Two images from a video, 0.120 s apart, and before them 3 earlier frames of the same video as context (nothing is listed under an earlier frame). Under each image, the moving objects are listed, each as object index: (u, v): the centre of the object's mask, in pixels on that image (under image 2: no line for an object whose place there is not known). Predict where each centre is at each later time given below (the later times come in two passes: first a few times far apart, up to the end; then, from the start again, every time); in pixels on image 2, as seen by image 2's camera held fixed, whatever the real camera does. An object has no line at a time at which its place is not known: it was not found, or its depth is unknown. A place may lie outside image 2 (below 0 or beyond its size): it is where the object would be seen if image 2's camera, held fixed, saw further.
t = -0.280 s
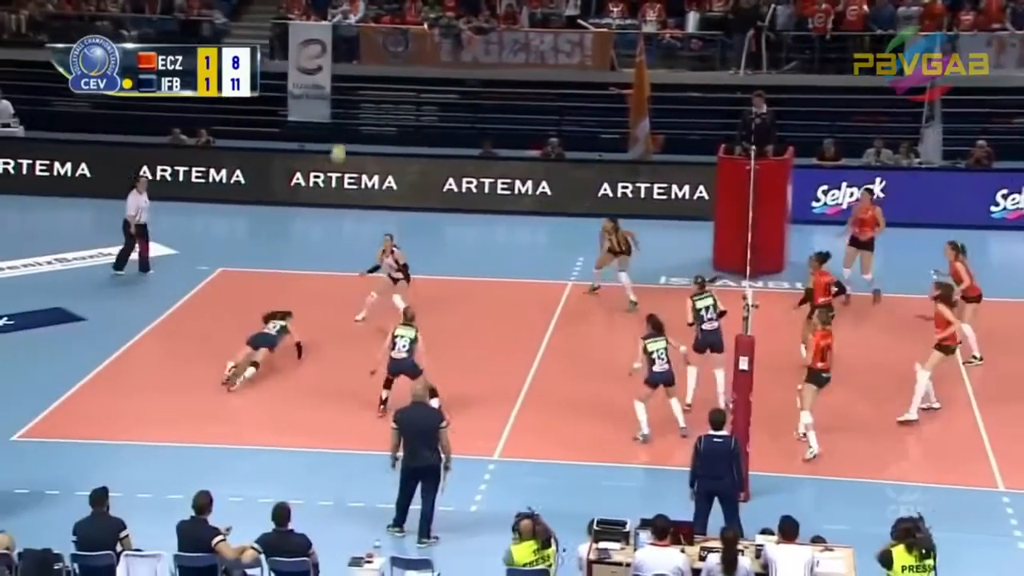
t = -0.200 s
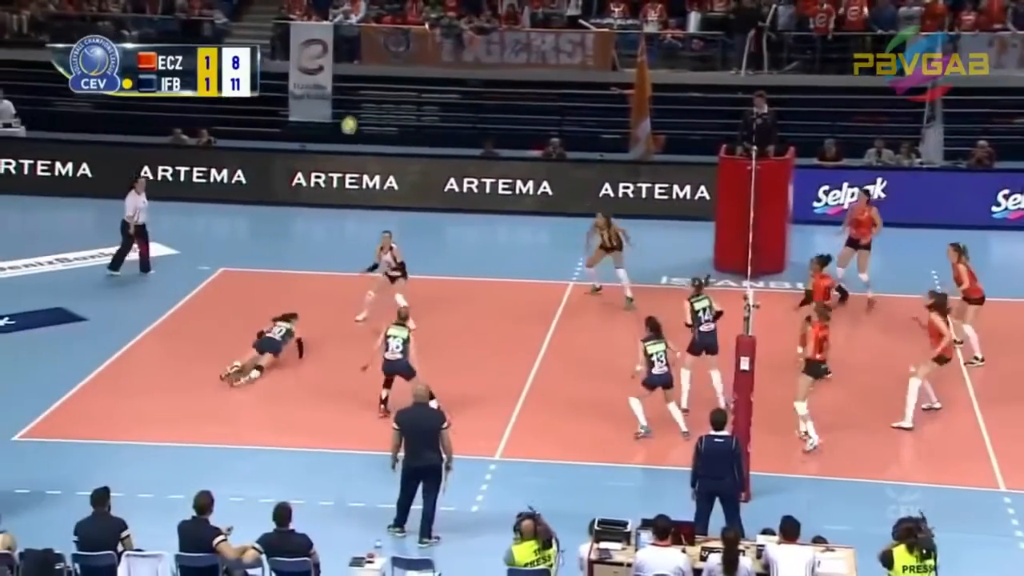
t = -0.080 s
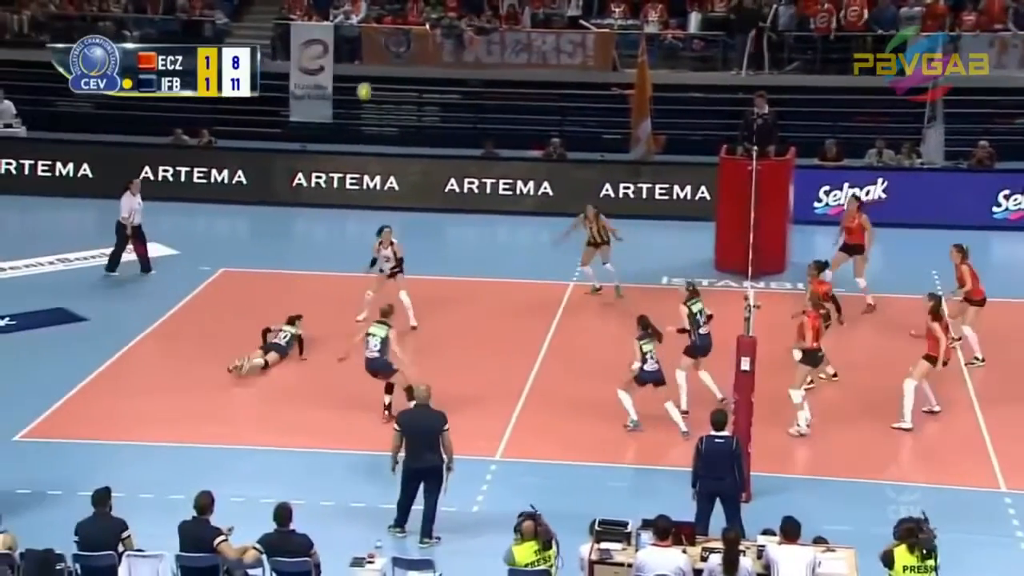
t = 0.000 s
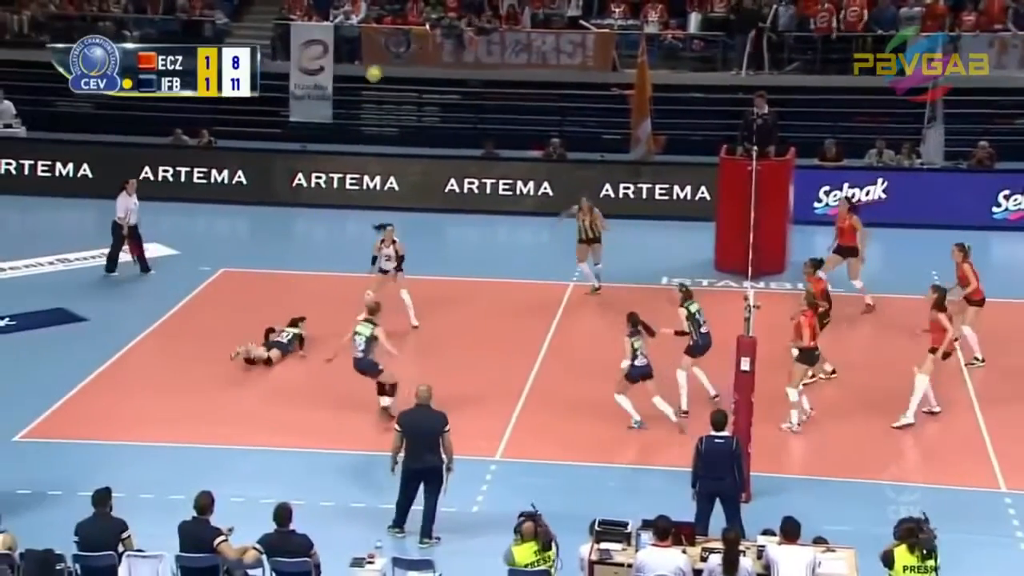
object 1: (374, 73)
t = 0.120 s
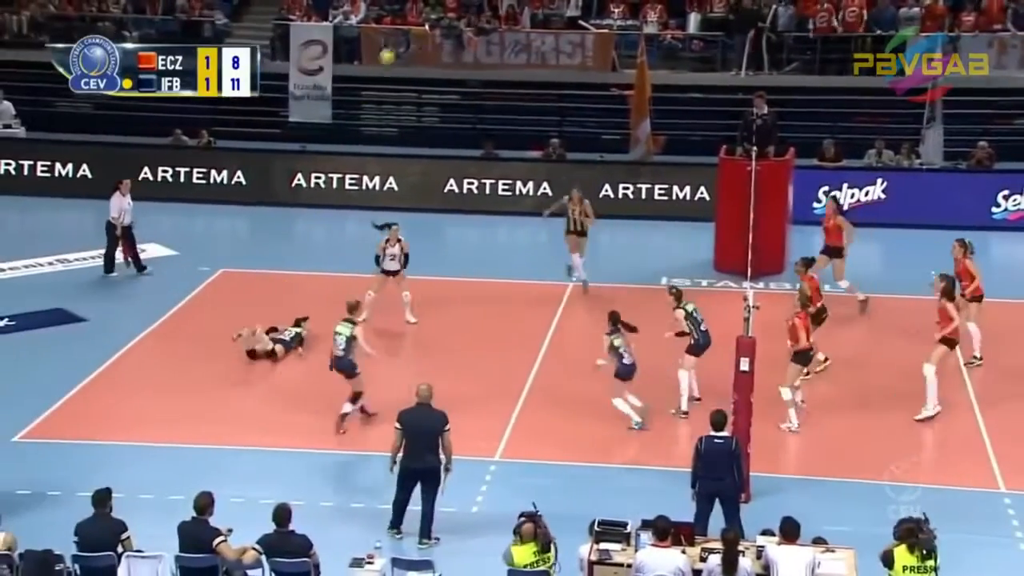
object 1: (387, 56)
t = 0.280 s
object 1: (405, 49)
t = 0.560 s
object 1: (437, 80)
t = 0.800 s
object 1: (465, 149)
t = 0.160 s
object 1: (391, 53)
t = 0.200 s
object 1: (396, 50)
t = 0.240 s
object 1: (400, 50)
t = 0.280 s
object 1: (405, 49)
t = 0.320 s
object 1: (409, 51)
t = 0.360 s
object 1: (414, 53)
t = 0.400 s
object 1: (419, 56)
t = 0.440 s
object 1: (424, 61)
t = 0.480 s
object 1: (428, 66)
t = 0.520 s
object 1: (433, 73)
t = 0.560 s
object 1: (437, 80)
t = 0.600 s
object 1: (442, 90)
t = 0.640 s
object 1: (446, 100)
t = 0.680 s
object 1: (451, 111)
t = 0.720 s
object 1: (456, 123)
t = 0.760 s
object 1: (460, 136)
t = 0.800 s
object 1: (465, 149)
